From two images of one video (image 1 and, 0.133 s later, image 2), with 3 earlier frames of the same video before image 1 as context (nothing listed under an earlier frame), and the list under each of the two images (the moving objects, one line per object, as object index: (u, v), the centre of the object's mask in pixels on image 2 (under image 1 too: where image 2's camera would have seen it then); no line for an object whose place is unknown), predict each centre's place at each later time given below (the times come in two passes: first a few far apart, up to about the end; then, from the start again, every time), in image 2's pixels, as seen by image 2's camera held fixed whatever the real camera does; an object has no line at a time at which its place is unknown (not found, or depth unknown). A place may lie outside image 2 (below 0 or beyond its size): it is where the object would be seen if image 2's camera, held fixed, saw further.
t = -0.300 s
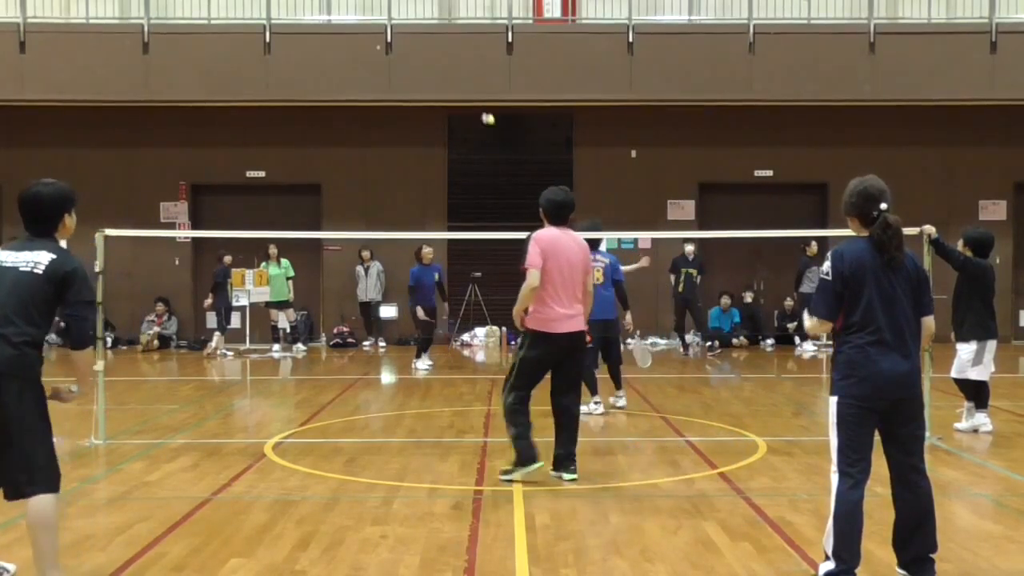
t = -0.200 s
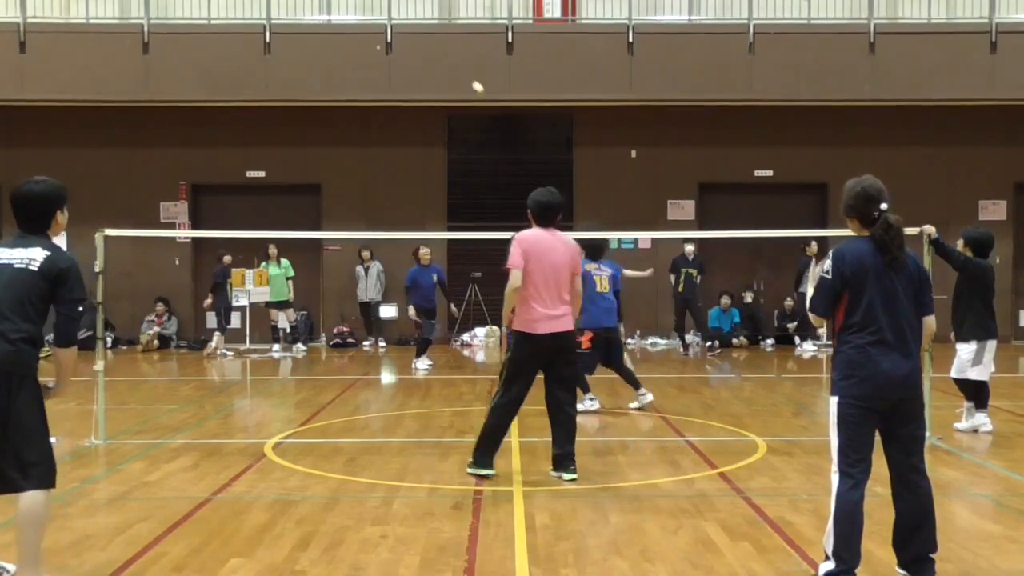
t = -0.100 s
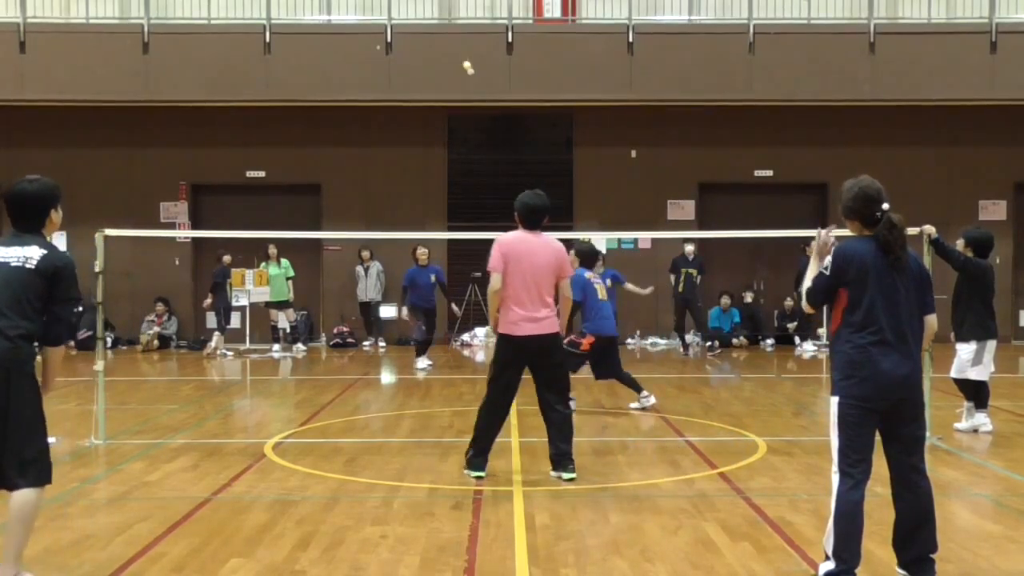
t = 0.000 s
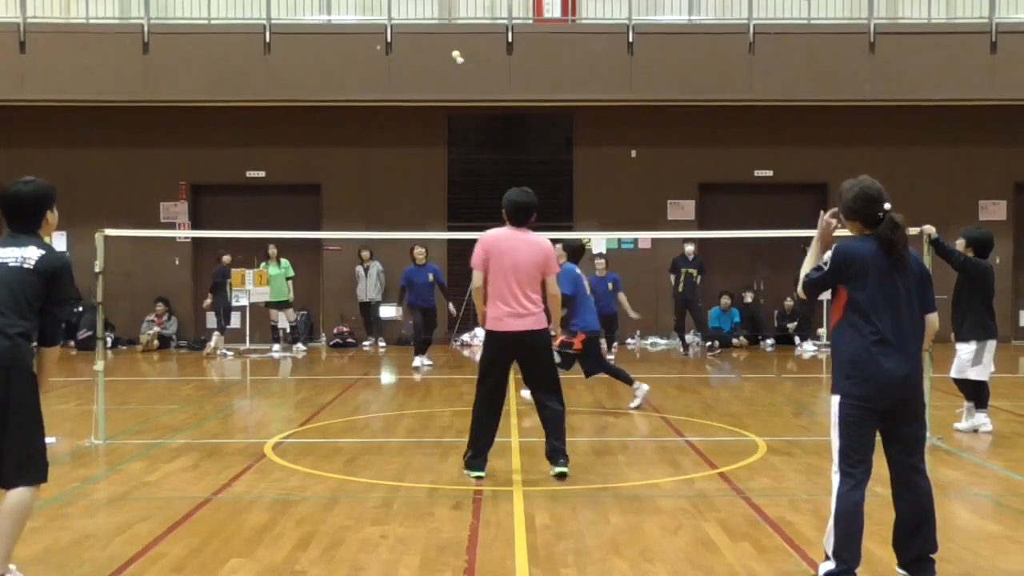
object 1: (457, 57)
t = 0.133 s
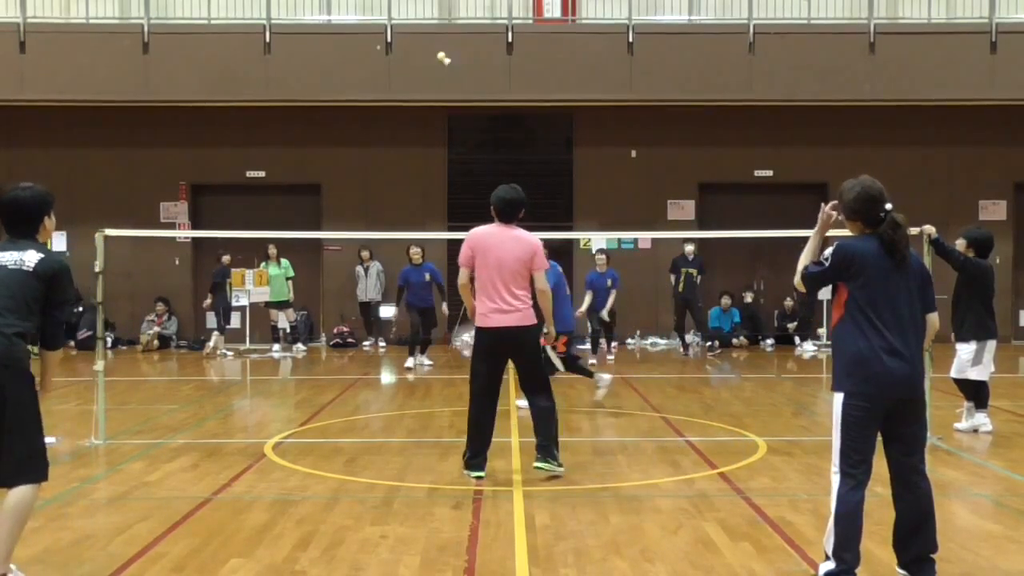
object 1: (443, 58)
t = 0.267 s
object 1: (430, 77)
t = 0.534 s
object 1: (407, 173)
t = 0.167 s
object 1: (440, 61)
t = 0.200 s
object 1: (437, 66)
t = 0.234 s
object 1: (433, 71)
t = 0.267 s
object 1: (430, 77)
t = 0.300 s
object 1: (425, 85)
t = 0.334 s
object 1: (422, 94)
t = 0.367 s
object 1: (419, 105)
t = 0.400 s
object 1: (416, 116)
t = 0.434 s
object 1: (414, 129)
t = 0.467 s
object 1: (411, 142)
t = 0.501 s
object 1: (409, 157)
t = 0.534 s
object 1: (407, 173)
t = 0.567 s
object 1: (405, 189)
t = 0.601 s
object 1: (403, 207)
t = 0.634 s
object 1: (401, 224)
